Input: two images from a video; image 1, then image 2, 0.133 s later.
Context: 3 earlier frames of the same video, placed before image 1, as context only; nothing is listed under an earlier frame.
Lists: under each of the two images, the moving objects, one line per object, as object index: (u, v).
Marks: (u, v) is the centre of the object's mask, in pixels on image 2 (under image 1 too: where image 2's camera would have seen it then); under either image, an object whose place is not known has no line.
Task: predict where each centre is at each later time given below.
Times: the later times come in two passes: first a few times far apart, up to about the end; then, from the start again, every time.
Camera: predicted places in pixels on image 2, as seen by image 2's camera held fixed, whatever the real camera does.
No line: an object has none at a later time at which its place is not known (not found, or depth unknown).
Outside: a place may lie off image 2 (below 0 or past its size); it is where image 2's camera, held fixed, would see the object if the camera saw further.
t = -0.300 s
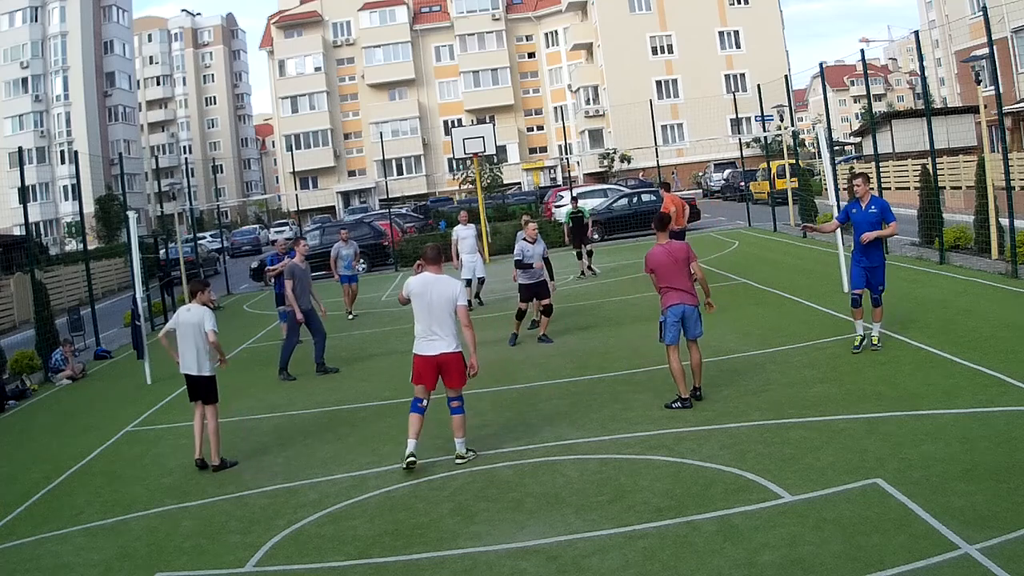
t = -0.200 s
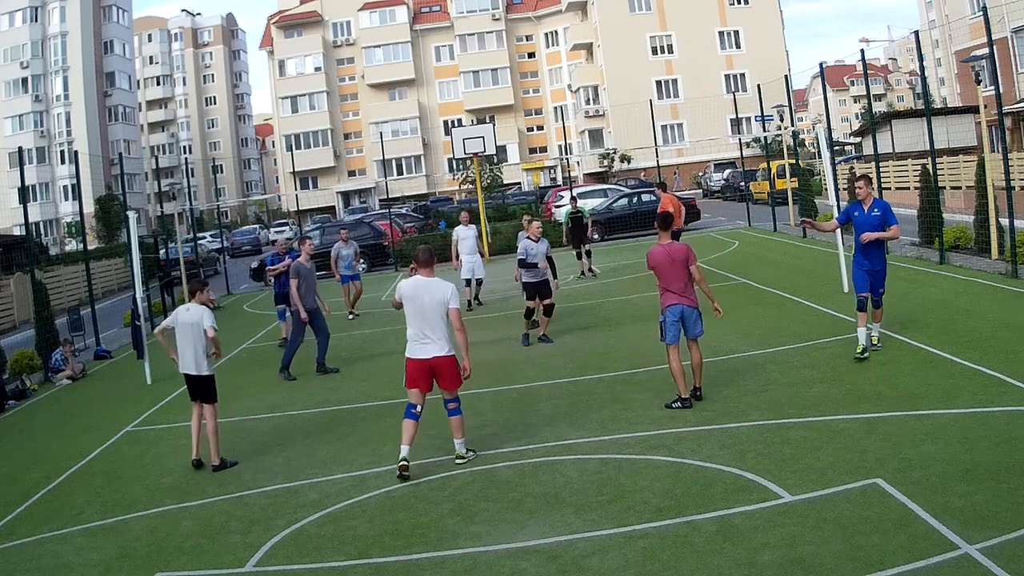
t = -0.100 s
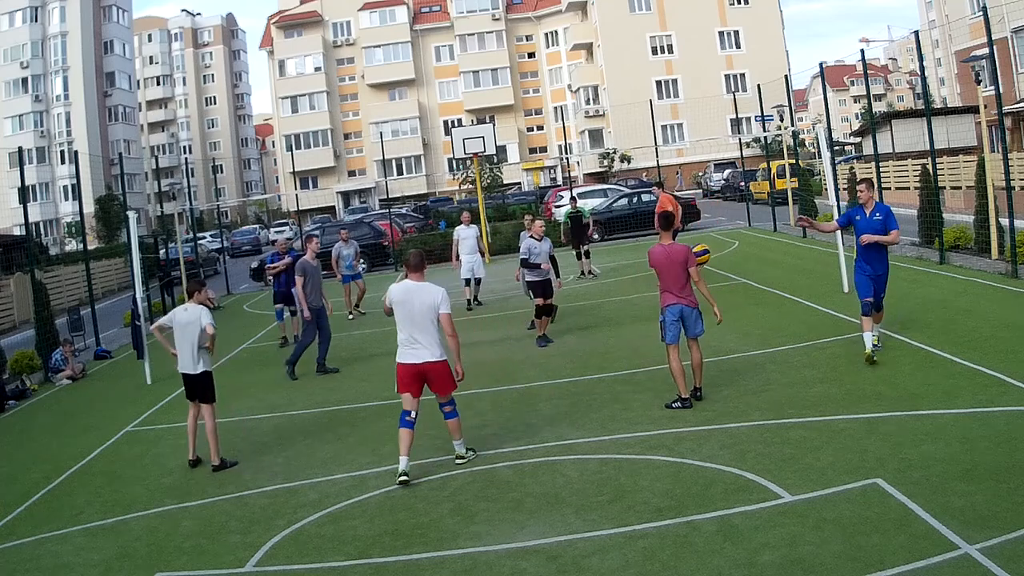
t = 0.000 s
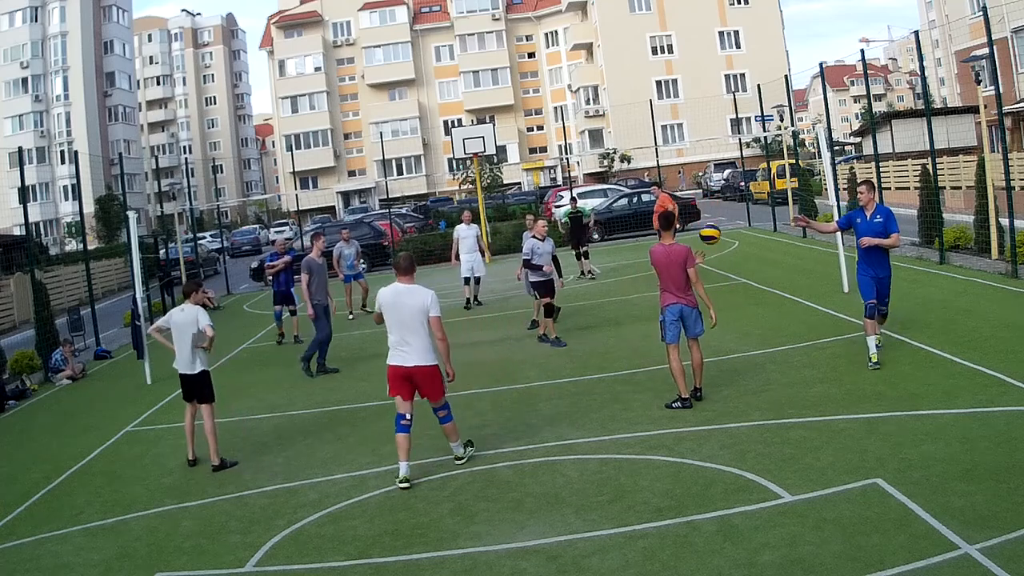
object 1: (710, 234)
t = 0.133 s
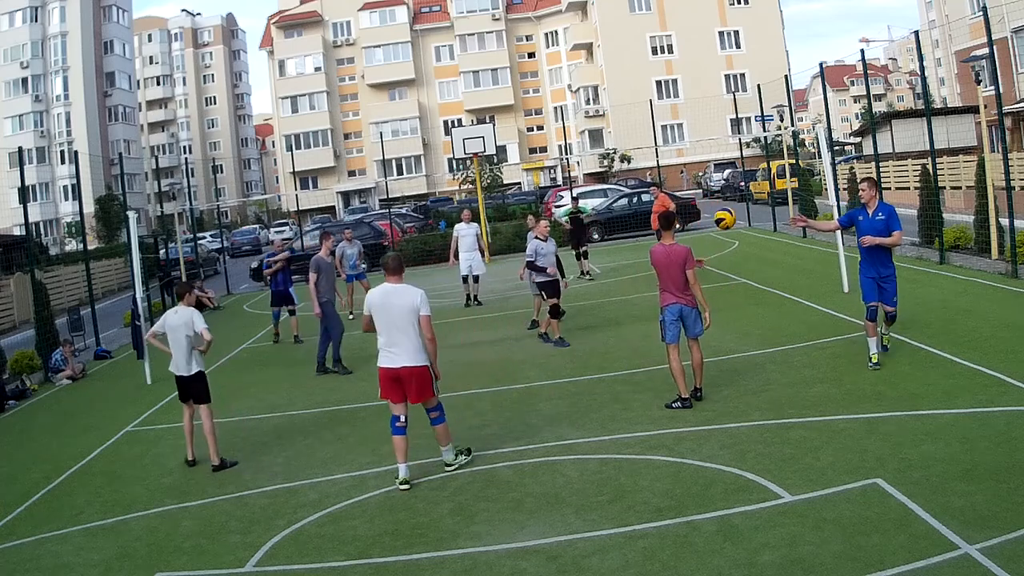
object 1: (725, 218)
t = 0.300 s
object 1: (747, 224)
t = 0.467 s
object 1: (772, 261)
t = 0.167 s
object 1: (729, 217)
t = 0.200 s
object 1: (733, 217)
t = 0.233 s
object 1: (737, 218)
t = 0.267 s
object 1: (742, 221)
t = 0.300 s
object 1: (747, 224)
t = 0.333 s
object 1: (751, 229)
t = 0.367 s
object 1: (756, 235)
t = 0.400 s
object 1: (761, 242)
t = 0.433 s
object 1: (766, 251)
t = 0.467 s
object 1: (772, 261)
